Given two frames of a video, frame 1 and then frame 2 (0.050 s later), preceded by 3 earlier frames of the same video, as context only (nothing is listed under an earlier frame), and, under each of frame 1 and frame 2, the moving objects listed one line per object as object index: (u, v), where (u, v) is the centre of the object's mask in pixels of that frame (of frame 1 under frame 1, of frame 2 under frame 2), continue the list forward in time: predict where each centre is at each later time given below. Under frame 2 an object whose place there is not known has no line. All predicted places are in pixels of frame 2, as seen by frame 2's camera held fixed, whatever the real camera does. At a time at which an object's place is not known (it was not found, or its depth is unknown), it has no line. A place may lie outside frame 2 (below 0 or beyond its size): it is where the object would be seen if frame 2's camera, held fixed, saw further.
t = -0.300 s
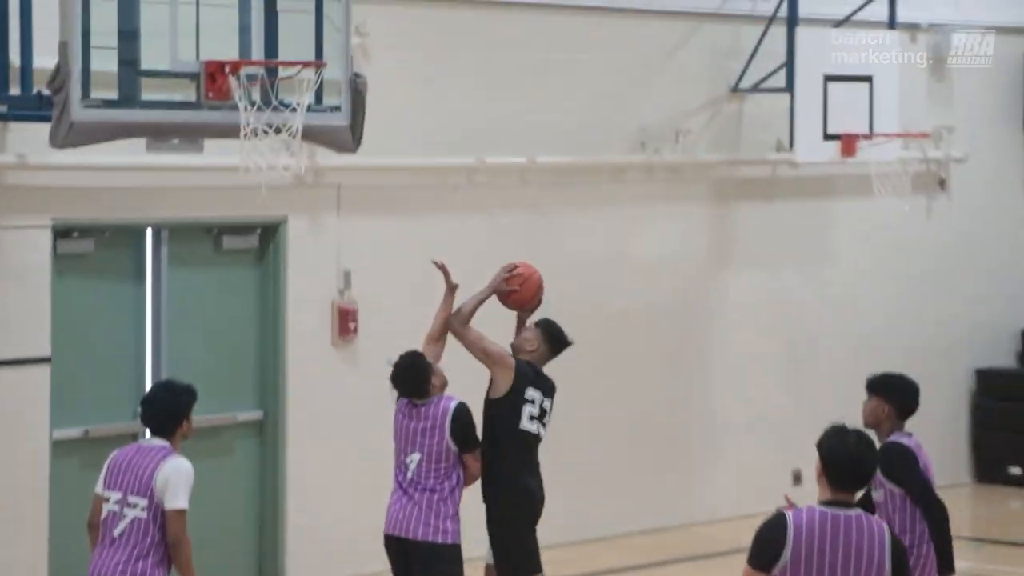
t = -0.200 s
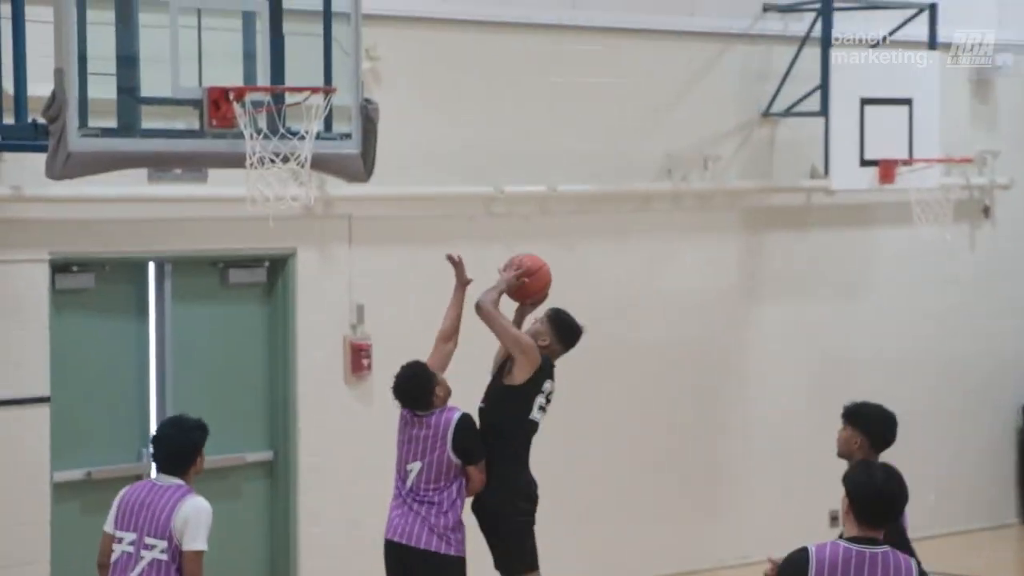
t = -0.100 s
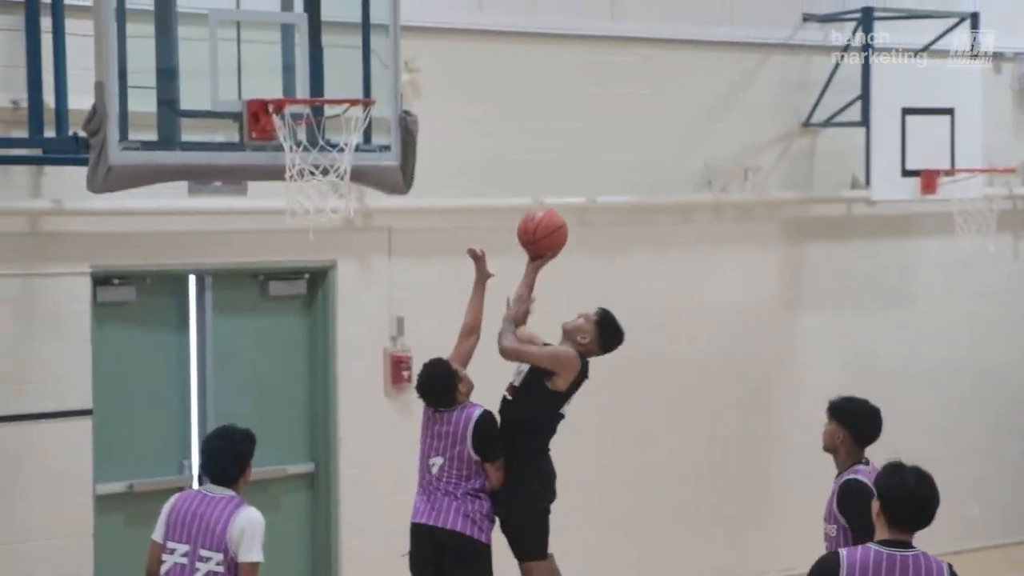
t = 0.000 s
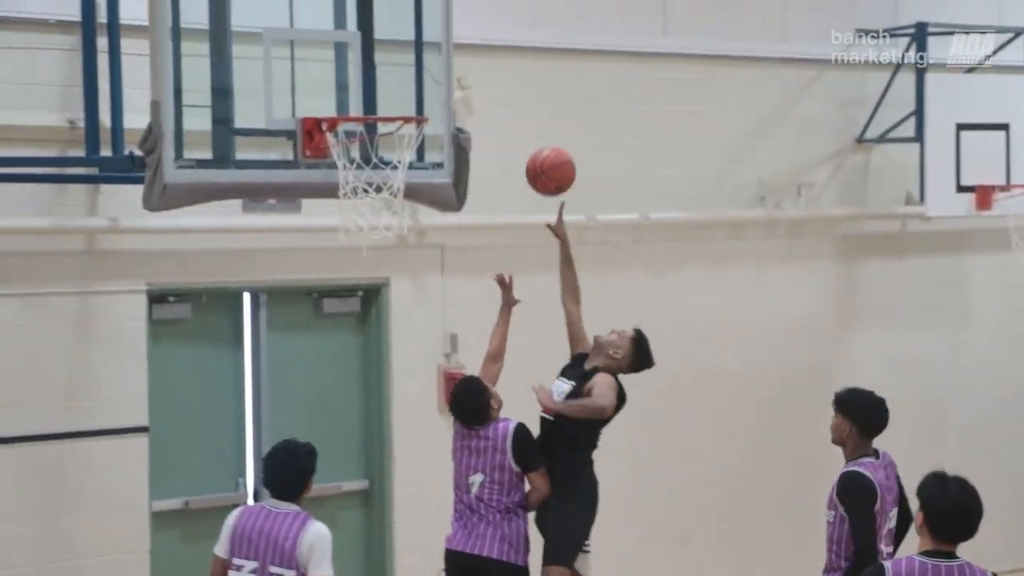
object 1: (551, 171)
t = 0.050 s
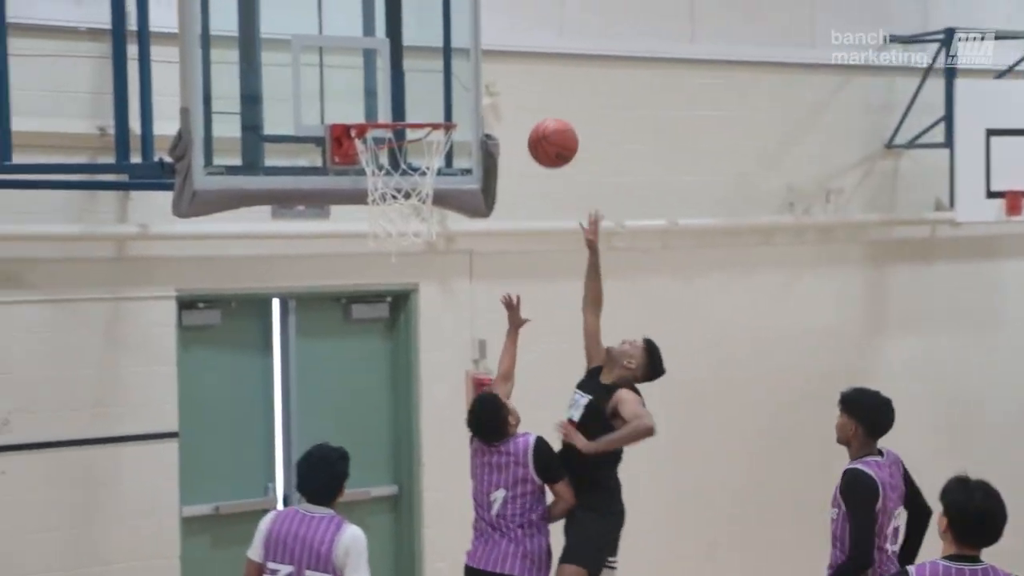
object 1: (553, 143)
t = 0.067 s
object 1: (544, 132)
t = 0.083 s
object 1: (534, 123)
